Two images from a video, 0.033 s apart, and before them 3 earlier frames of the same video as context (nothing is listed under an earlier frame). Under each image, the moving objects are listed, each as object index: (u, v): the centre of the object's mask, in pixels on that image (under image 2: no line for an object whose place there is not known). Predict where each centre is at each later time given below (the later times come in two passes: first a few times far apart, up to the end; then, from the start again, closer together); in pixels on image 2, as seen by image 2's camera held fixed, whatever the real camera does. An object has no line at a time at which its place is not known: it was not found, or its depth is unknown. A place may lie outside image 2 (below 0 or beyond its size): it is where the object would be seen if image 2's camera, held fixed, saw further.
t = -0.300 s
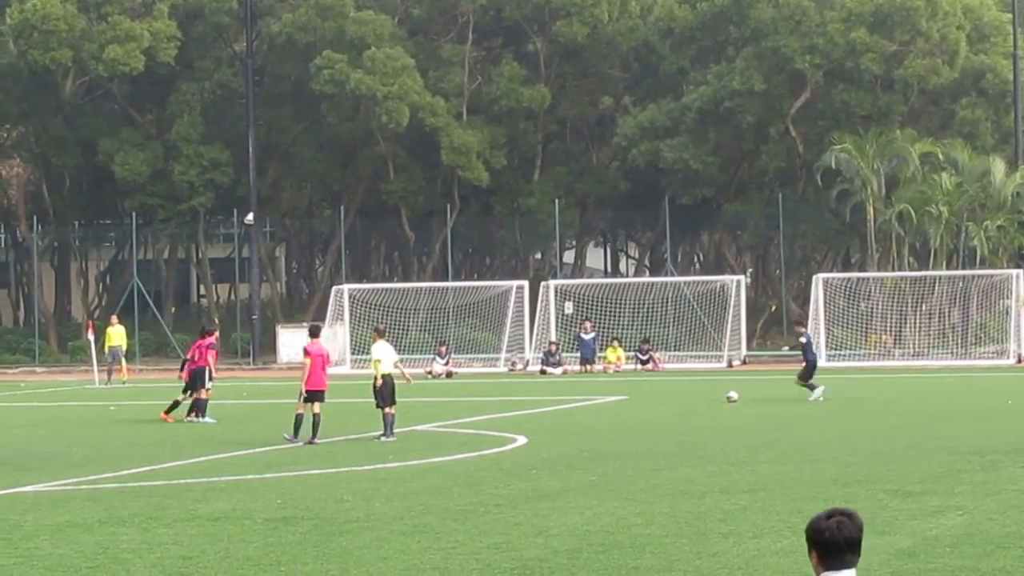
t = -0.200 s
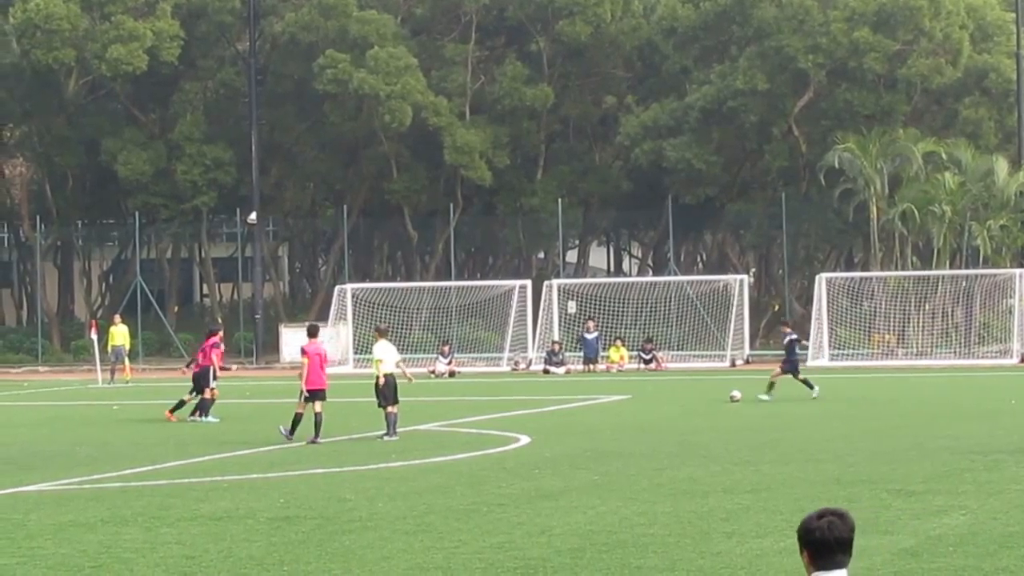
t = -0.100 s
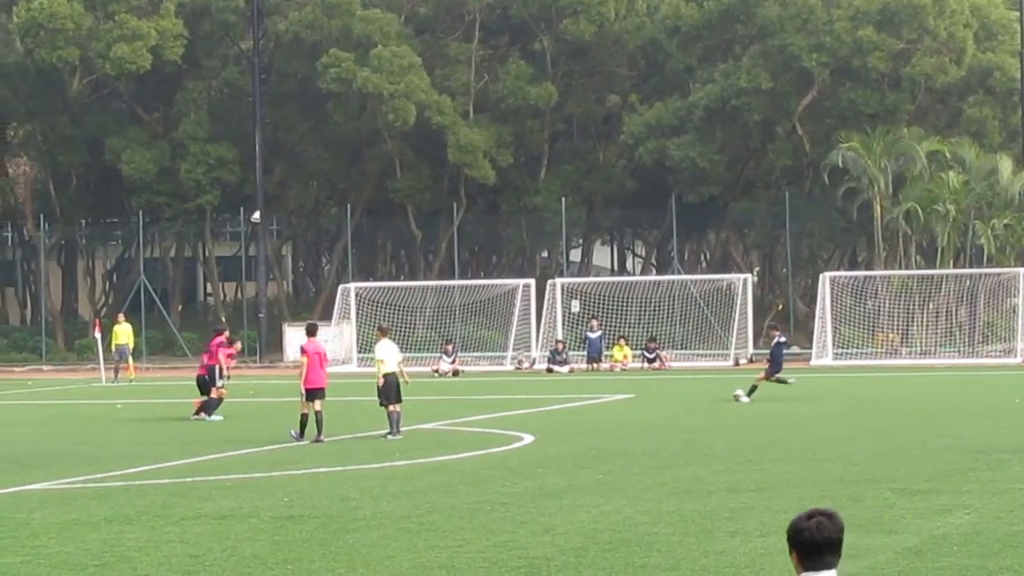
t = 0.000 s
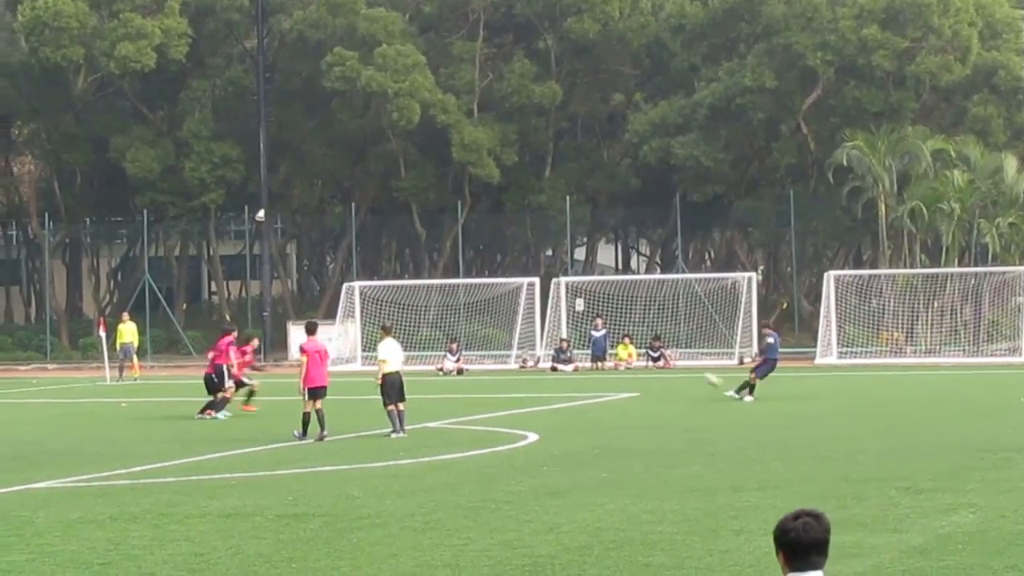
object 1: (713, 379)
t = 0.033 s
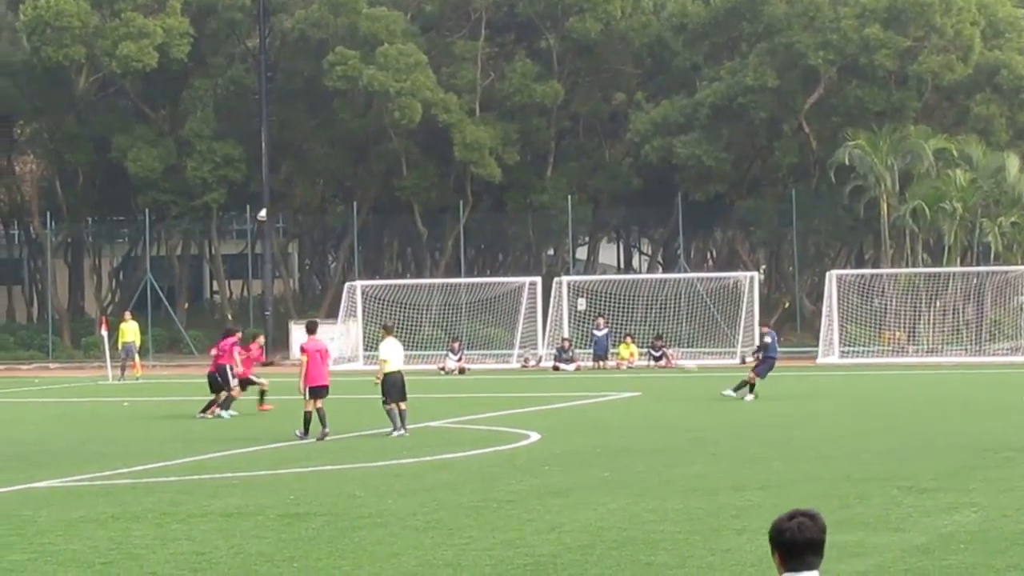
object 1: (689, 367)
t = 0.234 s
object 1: (524, 296)
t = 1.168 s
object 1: (-212, 173)
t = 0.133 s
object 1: (603, 328)
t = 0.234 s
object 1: (524, 296)
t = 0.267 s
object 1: (499, 285)
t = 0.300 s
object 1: (474, 274)
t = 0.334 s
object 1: (448, 265)
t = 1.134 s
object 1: (-183, 171)
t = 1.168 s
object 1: (-212, 173)
